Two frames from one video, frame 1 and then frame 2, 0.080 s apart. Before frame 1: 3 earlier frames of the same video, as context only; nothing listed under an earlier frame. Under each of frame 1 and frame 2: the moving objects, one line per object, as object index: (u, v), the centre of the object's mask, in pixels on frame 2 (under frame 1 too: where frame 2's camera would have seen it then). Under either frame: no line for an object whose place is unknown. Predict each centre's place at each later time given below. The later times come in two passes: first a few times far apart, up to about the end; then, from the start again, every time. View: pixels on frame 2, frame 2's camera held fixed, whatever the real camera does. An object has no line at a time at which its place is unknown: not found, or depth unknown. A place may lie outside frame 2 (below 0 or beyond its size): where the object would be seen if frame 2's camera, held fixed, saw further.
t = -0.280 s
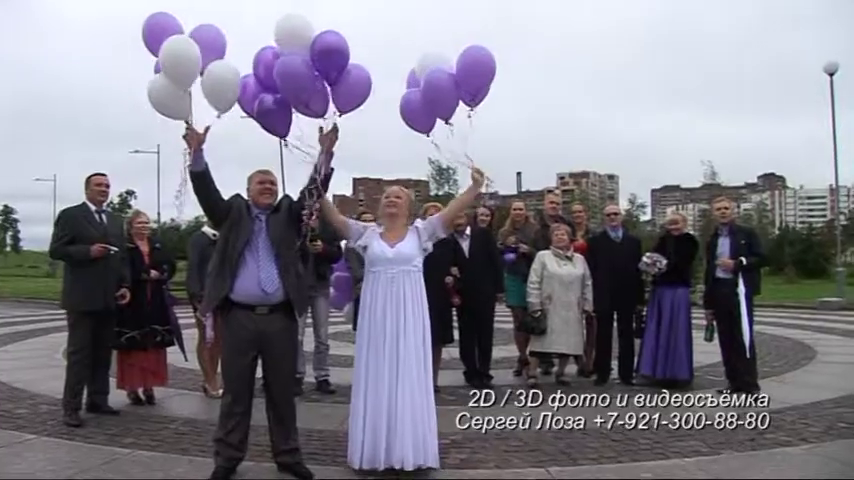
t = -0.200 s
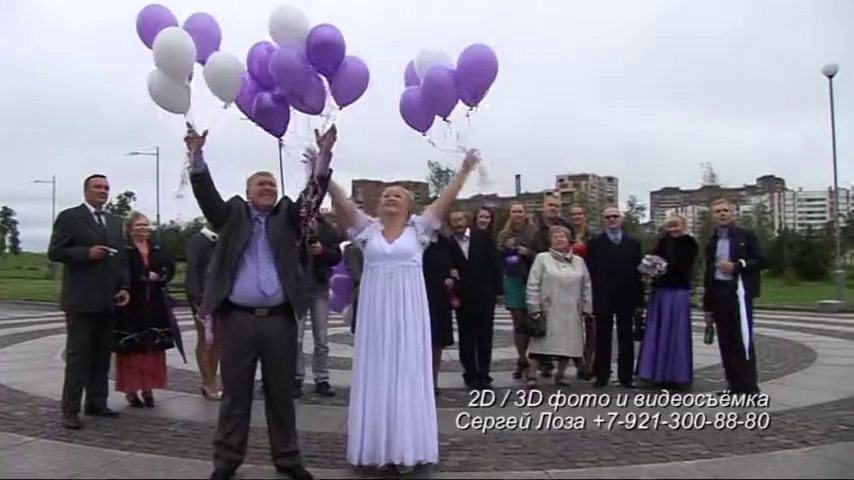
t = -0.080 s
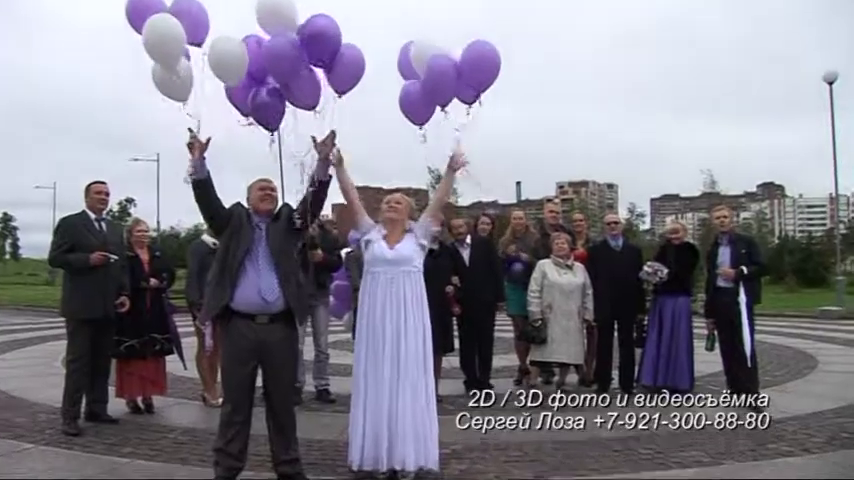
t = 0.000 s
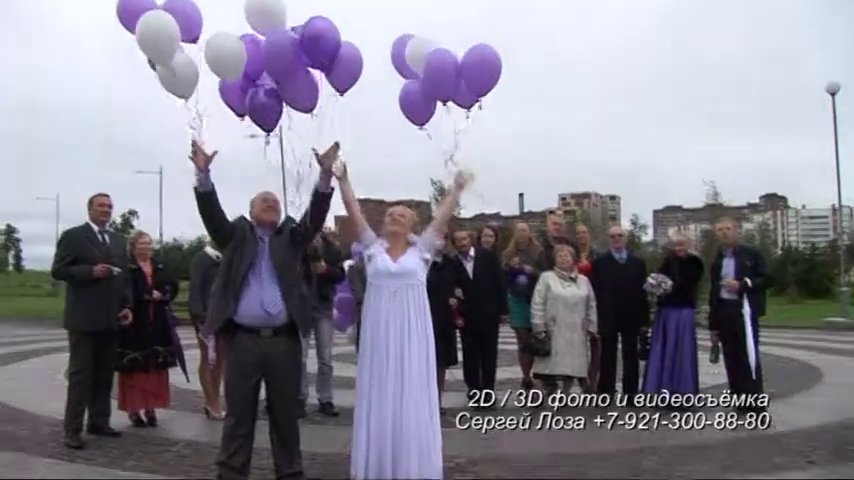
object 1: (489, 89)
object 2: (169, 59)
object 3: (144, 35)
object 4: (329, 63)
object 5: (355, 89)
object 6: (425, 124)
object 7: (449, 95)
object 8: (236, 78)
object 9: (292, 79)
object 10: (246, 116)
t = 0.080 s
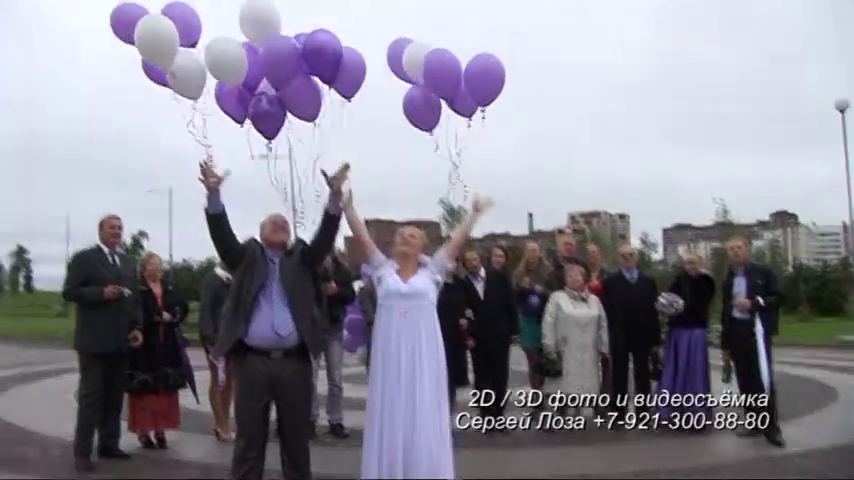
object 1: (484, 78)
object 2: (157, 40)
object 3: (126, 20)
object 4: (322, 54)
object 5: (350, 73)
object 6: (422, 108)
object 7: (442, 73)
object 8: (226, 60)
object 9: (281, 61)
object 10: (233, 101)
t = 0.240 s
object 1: (464, 44)
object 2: (126, -4)
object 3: (87, -4)
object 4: (304, 34)
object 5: (335, 43)
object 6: (403, 71)
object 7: (410, 30)
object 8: (202, 24)
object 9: (256, 26)
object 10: (195, 66)
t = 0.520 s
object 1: (403, -42)
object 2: (53, -72)
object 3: (11, -67)
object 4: (260, -22)
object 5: (290, -1)
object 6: (332, 4)
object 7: (334, -36)
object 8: (142, -37)
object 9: (189, -43)
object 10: (116, 10)
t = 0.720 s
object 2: (-7, -120)
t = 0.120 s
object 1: (480, 71)
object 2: (150, 29)
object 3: (117, 14)
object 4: (318, 49)
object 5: (347, 65)
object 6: (419, 99)
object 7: (436, 62)
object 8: (221, 52)
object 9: (275, 52)
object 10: (225, 92)
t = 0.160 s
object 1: (475, 63)
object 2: (143, 19)
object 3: (107, 8)
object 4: (314, 44)
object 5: (344, 58)
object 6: (414, 90)
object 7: (429, 52)
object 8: (215, 42)
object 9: (270, 44)
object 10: (215, 83)
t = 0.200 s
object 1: (470, 55)
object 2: (135, 7)
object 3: (97, 2)
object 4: (309, 39)
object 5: (339, 50)
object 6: (410, 81)
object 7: (419, 40)
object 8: (209, 33)
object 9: (264, 35)
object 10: (206, 75)
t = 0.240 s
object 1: (464, 44)
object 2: (126, -4)
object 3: (87, -4)
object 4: (304, 34)
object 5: (335, 43)
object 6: (403, 71)
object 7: (410, 30)
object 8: (202, 24)
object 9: (256, 26)
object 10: (195, 66)
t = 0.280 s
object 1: (457, 34)
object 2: (117, -15)
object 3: (78, -12)
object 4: (299, 28)
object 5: (330, 36)
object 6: (396, 61)
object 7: (399, 20)
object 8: (194, 15)
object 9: (247, 15)
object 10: (184, 57)
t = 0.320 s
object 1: (449, 21)
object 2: (107, -25)
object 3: (67, -20)
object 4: (293, 21)
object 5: (324, 29)
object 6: (388, 51)
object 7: (388, 11)
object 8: (185, 8)
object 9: (238, 6)
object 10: (174, 49)
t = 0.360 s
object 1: (441, 9)
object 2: (97, -35)
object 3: (56, -28)
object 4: (286, 14)
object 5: (319, 21)
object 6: (378, 41)
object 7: (378, 2)
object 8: (177, -1)
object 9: (229, -4)
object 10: (163, 41)
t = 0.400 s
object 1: (433, -3)
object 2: (87, -44)
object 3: (45, -37)
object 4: (280, 6)
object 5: (313, 15)
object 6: (368, 32)
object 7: (366, -8)
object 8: (168, -9)
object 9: (220, -13)
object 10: (152, 33)
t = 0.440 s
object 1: (424, -17)
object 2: (76, -54)
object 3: (34, -47)
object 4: (273, -3)
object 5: (306, 9)
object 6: (356, 23)
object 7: (355, -17)
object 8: (159, -18)
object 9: (210, -23)
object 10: (141, 25)
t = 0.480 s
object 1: (414, -30)
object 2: (64, -63)
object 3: (22, -57)
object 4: (267, -14)
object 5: (300, 4)
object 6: (342, 13)
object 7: (345, -26)
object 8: (151, -27)
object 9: (200, -33)
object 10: (129, 17)
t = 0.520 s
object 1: (403, -42)
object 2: (53, -72)
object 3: (11, -67)
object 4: (260, -22)
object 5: (290, -1)
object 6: (332, 4)
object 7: (334, -36)
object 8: (142, -37)
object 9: (189, -43)
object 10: (116, 10)
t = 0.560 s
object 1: (392, -55)
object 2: (41, -81)
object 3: (-2, -79)
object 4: (255, -34)
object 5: (279, -4)
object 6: (325, -5)
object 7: (324, -46)
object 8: (134, -46)
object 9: (178, -53)
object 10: (103, 1)
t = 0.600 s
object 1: (381, -68)
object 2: (29, -92)
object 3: (-14, -91)
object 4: (249, -47)
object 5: (268, -9)
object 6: (317, -16)
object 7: (315, -57)
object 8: (125, -56)
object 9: (168, -64)
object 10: (91, -9)
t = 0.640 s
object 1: (370, -79)
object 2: (17, -101)
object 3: (-28, -102)
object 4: (244, -58)
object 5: (260, -17)
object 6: (311, -27)
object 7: (308, -69)
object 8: (115, -66)
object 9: (161, -73)
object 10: (79, -18)
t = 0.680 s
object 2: (5, -111)
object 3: (-41, -115)
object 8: (106, -76)
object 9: (154, -83)
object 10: (67, -28)
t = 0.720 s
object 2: (-7, -120)
